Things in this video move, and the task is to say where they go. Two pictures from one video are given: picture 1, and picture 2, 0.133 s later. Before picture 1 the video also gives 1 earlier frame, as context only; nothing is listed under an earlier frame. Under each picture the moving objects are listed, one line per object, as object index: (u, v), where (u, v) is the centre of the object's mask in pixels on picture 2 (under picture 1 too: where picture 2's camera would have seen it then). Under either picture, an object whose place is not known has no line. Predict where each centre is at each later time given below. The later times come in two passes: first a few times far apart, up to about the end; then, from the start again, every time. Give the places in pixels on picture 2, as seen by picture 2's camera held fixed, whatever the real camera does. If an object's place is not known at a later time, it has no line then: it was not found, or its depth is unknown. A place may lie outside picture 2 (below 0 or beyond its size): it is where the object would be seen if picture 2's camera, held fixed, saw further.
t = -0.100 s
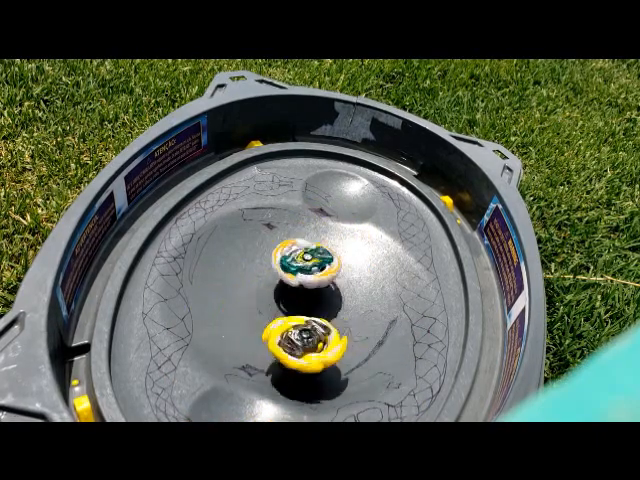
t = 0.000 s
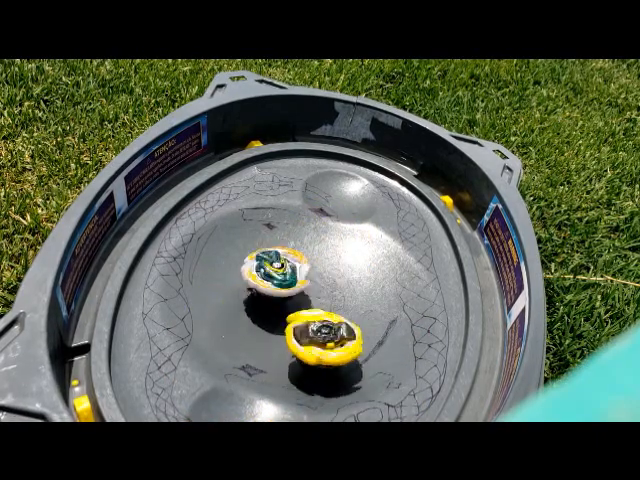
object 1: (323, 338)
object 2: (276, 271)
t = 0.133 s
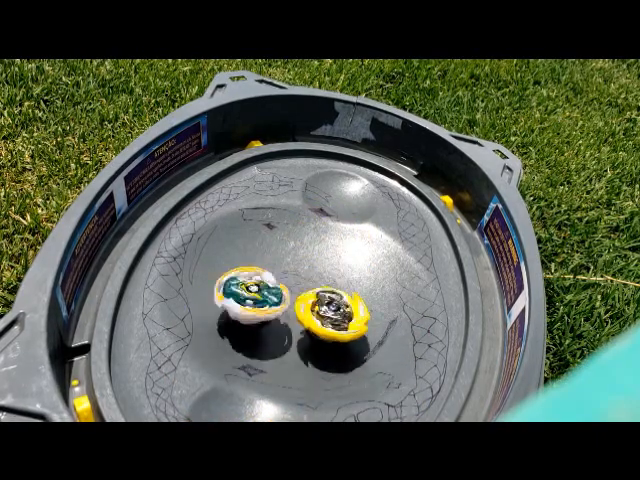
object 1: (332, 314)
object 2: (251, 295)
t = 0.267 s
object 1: (315, 285)
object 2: (260, 325)
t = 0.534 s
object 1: (268, 270)
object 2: (340, 332)
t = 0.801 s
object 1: (298, 315)
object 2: (346, 274)
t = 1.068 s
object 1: (354, 314)
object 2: (287, 265)
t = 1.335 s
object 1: (333, 289)
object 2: (258, 312)
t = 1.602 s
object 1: (290, 292)
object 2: (288, 348)
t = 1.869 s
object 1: (292, 290)
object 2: (340, 341)
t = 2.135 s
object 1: (311, 279)
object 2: (362, 327)
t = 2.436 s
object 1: (313, 265)
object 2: (329, 317)
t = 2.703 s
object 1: (306, 253)
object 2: (269, 298)
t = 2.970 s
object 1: (336, 290)
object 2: (251, 286)
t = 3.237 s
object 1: (324, 339)
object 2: (294, 295)
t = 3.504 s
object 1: (249, 320)
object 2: (333, 290)
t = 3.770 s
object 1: (287, 269)
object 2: (320, 310)
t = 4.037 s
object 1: (356, 293)
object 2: (283, 303)
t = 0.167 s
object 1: (330, 306)
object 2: (251, 302)
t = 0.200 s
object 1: (327, 298)
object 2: (251, 310)
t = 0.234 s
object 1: (322, 292)
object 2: (255, 319)
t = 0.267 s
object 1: (315, 285)
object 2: (260, 325)
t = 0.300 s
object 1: (310, 279)
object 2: (267, 332)
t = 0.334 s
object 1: (302, 274)
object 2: (278, 336)
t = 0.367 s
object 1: (295, 270)
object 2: (288, 339)
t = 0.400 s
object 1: (290, 267)
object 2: (301, 342)
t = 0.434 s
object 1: (282, 266)
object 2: (312, 341)
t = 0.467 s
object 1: (277, 265)
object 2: (323, 340)
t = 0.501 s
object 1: (274, 268)
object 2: (332, 336)
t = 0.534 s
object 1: (268, 270)
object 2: (340, 332)
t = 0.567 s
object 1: (267, 275)
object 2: (347, 325)
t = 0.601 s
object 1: (268, 280)
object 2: (352, 318)
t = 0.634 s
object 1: (267, 285)
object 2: (356, 311)
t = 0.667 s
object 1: (272, 292)
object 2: (357, 303)
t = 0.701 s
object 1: (278, 299)
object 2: (356, 296)
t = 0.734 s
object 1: (283, 304)
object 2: (353, 288)
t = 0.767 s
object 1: (291, 309)
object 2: (350, 281)
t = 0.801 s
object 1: (298, 315)
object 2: (346, 274)
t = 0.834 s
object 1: (305, 318)
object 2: (340, 267)
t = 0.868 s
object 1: (315, 321)
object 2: (334, 263)
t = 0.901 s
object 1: (324, 323)
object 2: (326, 260)
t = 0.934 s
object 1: (331, 323)
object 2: (320, 258)
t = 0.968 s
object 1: (340, 322)
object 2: (311, 257)
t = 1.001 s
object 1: (347, 321)
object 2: (304, 259)
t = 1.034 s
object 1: (350, 318)
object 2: (295, 261)
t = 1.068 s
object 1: (354, 314)
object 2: (287, 265)
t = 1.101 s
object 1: (357, 311)
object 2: (281, 268)
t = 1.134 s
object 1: (354, 307)
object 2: (275, 274)
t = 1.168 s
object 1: (352, 303)
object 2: (272, 280)
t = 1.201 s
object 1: (350, 299)
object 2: (269, 287)
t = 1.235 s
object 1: (343, 296)
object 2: (269, 295)
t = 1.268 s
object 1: (340, 294)
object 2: (263, 299)
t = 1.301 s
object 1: (337, 291)
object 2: (262, 305)
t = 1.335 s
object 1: (333, 289)
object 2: (258, 312)
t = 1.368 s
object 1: (325, 289)
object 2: (258, 318)
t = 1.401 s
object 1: (319, 288)
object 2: (259, 324)
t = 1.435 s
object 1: (311, 287)
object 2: (262, 330)
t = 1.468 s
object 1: (306, 289)
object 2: (267, 334)
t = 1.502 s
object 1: (300, 291)
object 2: (272, 337)
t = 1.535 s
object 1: (296, 291)
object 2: (275, 342)
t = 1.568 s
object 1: (292, 291)
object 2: (281, 344)
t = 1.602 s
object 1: (290, 292)
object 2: (288, 348)
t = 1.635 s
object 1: (290, 293)
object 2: (294, 350)
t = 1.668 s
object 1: (287, 294)
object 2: (300, 349)
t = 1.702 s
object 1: (286, 295)
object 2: (309, 349)
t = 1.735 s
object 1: (287, 292)
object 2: (313, 350)
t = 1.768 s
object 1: (288, 291)
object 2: (323, 349)
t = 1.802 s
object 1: (290, 291)
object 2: (329, 348)
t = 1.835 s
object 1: (291, 290)
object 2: (336, 346)
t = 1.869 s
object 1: (292, 290)
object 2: (340, 341)
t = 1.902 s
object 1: (294, 289)
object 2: (344, 336)
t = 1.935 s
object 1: (294, 289)
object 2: (345, 331)
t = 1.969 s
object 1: (298, 286)
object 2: (348, 330)
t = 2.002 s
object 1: (300, 284)
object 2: (350, 332)
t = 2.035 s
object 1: (304, 282)
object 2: (355, 329)
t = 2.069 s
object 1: (305, 280)
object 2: (360, 330)
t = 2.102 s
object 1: (310, 279)
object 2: (362, 329)
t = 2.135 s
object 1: (311, 279)
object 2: (362, 327)
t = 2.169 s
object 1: (315, 278)
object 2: (364, 325)
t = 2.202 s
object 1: (316, 279)
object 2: (364, 324)
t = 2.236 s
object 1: (318, 275)
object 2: (360, 324)
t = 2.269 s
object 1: (316, 275)
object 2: (355, 323)
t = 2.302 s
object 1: (317, 271)
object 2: (352, 323)
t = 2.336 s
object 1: (315, 271)
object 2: (349, 322)
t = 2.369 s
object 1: (313, 269)
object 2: (344, 320)
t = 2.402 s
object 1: (313, 268)
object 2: (339, 319)
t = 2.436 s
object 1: (313, 265)
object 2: (329, 317)
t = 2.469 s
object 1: (311, 263)
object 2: (319, 315)
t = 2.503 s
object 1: (309, 257)
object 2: (311, 314)
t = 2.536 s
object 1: (307, 255)
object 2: (306, 313)
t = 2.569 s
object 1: (303, 253)
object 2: (298, 310)
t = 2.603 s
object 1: (302, 251)
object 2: (288, 305)
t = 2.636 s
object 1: (302, 254)
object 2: (282, 302)
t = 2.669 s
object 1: (304, 251)
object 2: (275, 301)
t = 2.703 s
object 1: (306, 253)
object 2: (269, 298)
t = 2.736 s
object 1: (304, 254)
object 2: (263, 294)
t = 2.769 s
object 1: (305, 255)
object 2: (260, 293)
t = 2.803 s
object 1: (311, 260)
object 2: (258, 292)
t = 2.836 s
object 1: (314, 265)
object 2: (254, 289)
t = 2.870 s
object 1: (316, 269)
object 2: (253, 289)
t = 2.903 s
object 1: (319, 273)
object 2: (257, 290)
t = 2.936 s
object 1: (327, 280)
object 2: (255, 289)
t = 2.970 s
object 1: (336, 290)
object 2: (251, 286)
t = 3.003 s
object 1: (337, 298)
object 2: (257, 286)
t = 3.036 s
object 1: (338, 303)
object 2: (262, 290)
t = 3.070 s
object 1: (340, 308)
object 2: (263, 294)
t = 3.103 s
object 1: (343, 313)
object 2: (269, 296)
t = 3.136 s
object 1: (340, 319)
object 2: (275, 297)
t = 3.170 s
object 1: (336, 327)
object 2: (281, 297)
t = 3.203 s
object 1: (332, 330)
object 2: (289, 298)
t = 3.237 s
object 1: (324, 339)
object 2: (294, 295)
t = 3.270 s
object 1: (314, 340)
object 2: (301, 293)
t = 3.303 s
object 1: (301, 343)
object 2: (308, 291)
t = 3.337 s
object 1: (288, 341)
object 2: (313, 294)
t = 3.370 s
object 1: (276, 341)
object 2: (315, 294)
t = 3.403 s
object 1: (268, 334)
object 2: (315, 293)
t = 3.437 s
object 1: (260, 330)
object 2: (318, 290)
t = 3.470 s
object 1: (252, 325)
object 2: (326, 288)
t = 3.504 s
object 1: (249, 320)
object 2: (333, 290)
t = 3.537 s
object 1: (248, 308)
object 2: (338, 295)
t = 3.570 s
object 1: (250, 302)
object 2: (337, 302)
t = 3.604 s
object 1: (252, 295)
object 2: (334, 306)
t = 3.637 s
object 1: (257, 289)
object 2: (329, 307)
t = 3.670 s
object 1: (263, 284)
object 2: (331, 306)
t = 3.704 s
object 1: (271, 279)
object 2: (330, 306)
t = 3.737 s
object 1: (278, 274)
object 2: (329, 309)
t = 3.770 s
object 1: (287, 269)
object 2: (320, 310)
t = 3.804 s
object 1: (298, 265)
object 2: (310, 311)
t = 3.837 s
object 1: (309, 265)
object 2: (299, 311)
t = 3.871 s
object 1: (318, 268)
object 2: (291, 310)
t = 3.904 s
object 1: (329, 272)
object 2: (287, 307)
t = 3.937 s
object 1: (339, 276)
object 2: (288, 306)
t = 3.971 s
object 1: (346, 282)
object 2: (287, 307)
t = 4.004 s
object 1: (351, 287)
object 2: (284, 306)
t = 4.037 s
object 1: (356, 293)
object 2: (283, 303)
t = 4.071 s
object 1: (361, 298)
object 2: (281, 300)
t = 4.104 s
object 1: (362, 306)
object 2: (282, 295)
